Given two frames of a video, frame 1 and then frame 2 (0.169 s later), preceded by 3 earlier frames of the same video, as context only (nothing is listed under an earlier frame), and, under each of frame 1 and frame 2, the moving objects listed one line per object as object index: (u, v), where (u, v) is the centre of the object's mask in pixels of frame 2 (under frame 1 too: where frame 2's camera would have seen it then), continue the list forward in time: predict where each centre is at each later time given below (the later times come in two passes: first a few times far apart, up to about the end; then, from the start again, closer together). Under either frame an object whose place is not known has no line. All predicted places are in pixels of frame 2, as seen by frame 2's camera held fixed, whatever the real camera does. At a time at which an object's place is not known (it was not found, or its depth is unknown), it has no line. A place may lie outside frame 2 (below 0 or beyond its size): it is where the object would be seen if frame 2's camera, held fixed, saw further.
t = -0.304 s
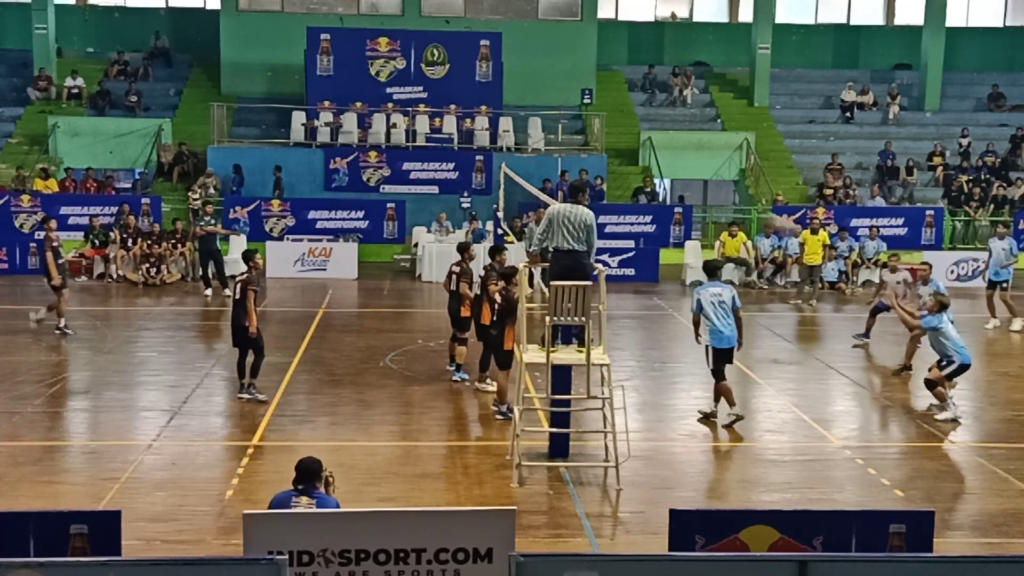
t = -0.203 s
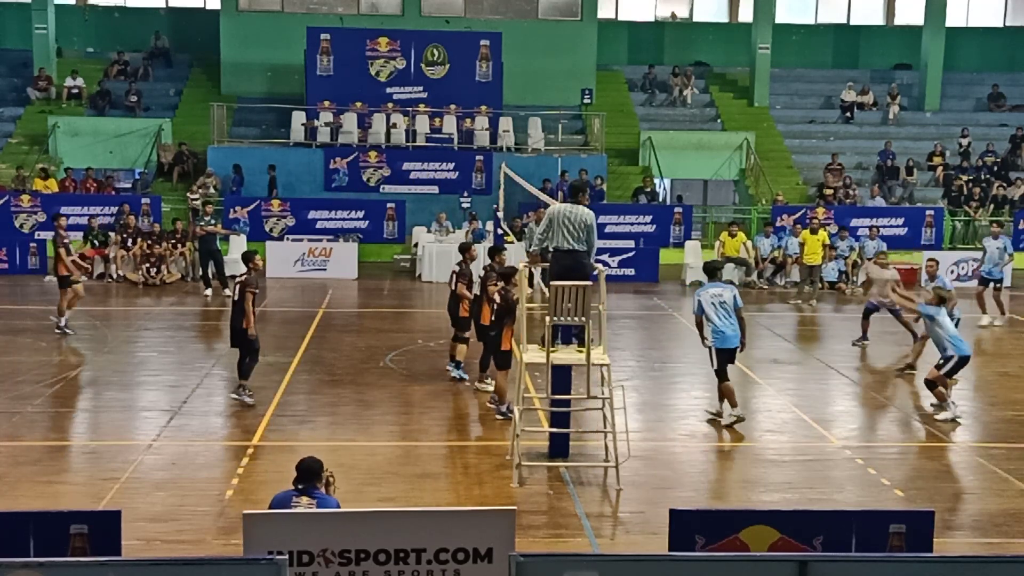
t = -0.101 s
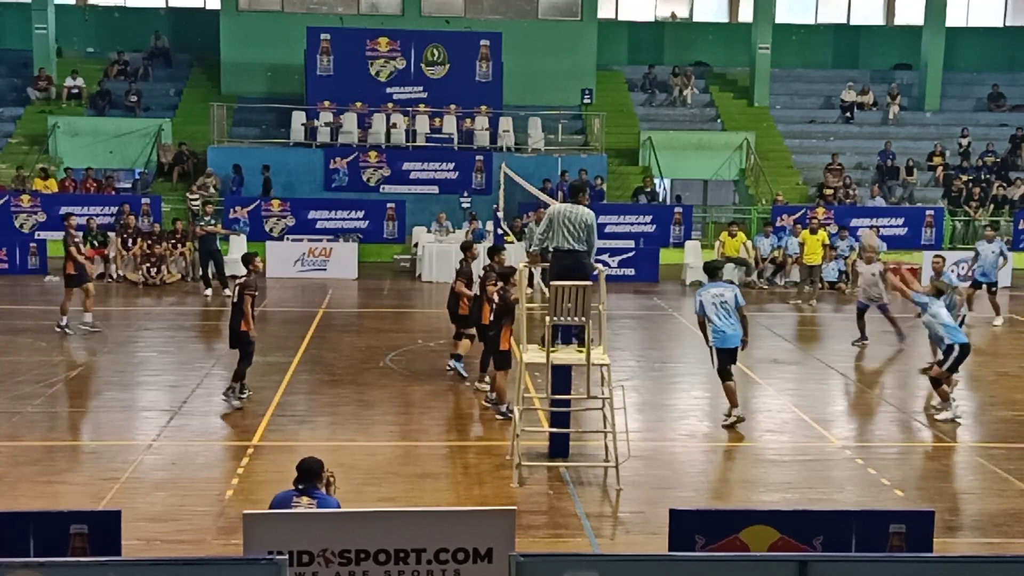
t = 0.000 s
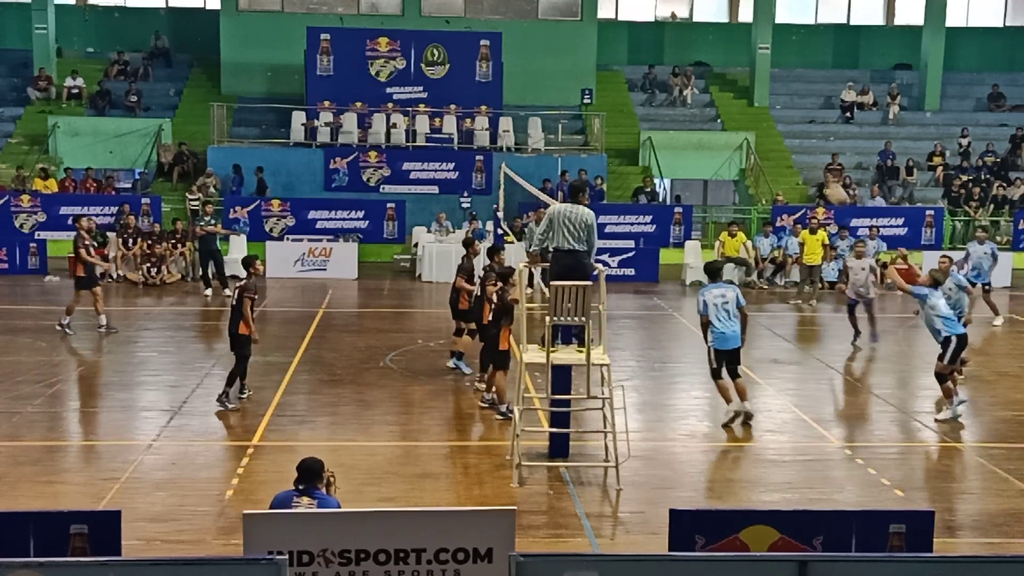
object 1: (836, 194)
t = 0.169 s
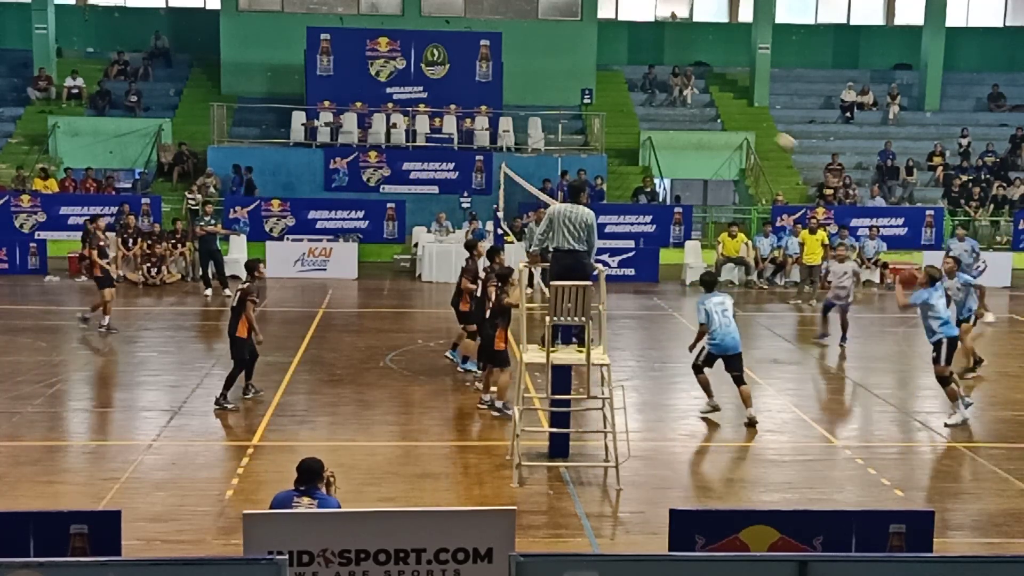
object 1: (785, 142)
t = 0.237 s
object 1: (766, 128)
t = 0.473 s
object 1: (701, 113)
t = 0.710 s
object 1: (641, 139)
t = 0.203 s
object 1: (775, 134)
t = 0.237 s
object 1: (766, 128)
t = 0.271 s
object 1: (756, 123)
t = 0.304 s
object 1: (746, 120)
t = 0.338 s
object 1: (738, 117)
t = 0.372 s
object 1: (728, 114)
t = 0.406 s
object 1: (718, 113)
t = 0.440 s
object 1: (709, 113)
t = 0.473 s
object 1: (701, 113)
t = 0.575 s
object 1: (674, 120)
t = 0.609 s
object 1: (666, 124)
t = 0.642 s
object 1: (657, 128)
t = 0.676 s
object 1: (649, 134)
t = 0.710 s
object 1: (641, 139)
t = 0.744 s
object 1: (633, 147)
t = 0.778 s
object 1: (626, 155)
